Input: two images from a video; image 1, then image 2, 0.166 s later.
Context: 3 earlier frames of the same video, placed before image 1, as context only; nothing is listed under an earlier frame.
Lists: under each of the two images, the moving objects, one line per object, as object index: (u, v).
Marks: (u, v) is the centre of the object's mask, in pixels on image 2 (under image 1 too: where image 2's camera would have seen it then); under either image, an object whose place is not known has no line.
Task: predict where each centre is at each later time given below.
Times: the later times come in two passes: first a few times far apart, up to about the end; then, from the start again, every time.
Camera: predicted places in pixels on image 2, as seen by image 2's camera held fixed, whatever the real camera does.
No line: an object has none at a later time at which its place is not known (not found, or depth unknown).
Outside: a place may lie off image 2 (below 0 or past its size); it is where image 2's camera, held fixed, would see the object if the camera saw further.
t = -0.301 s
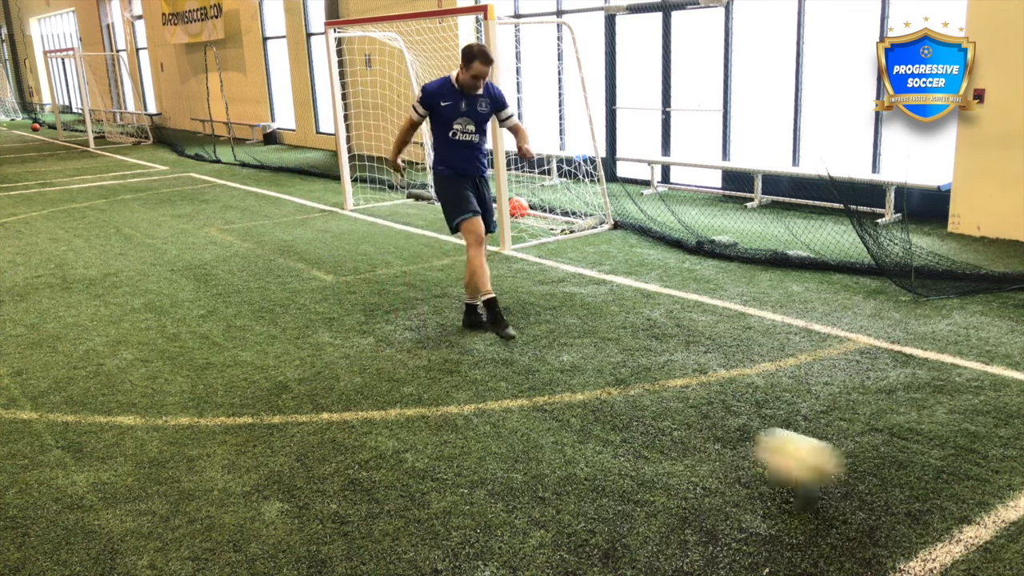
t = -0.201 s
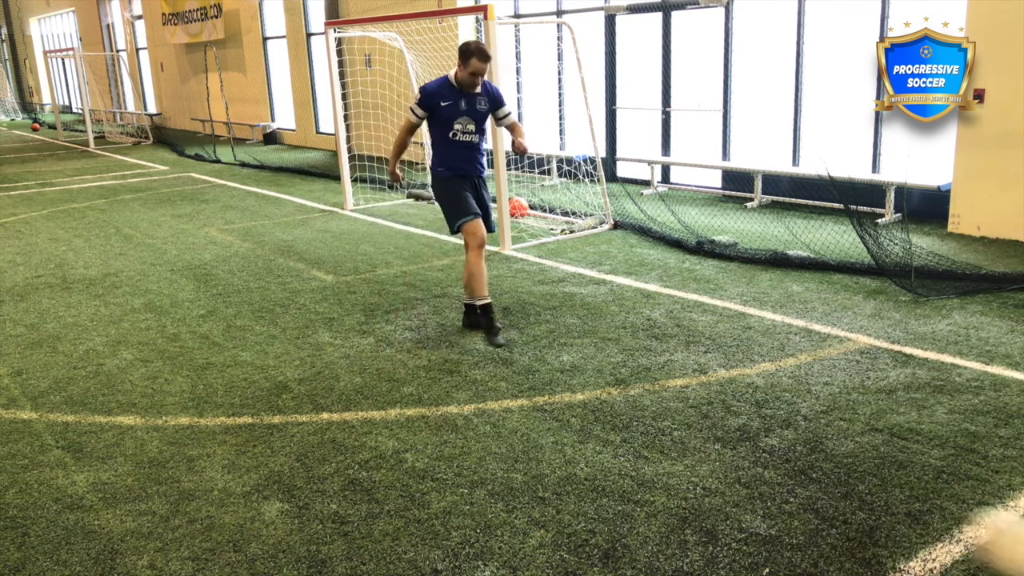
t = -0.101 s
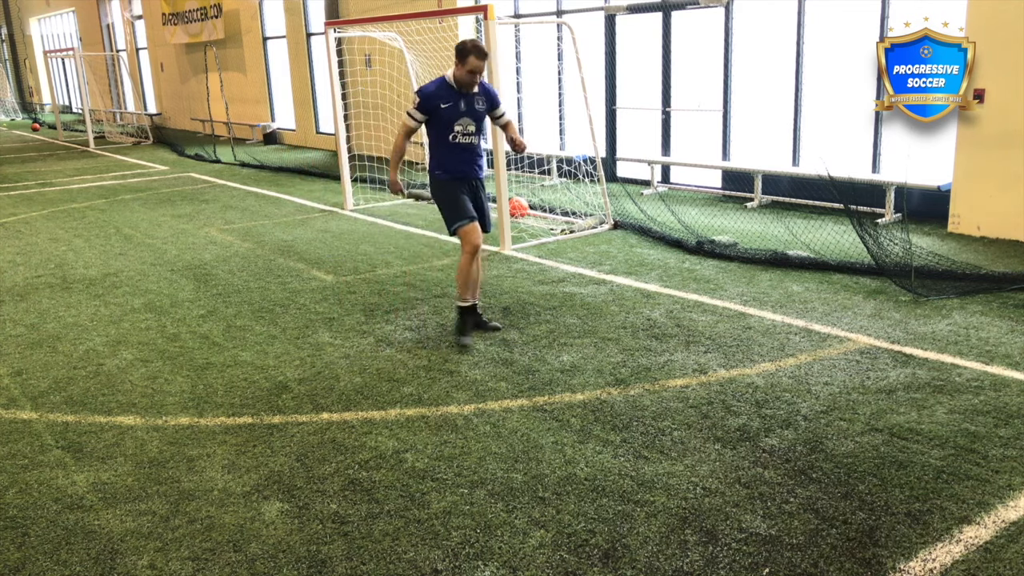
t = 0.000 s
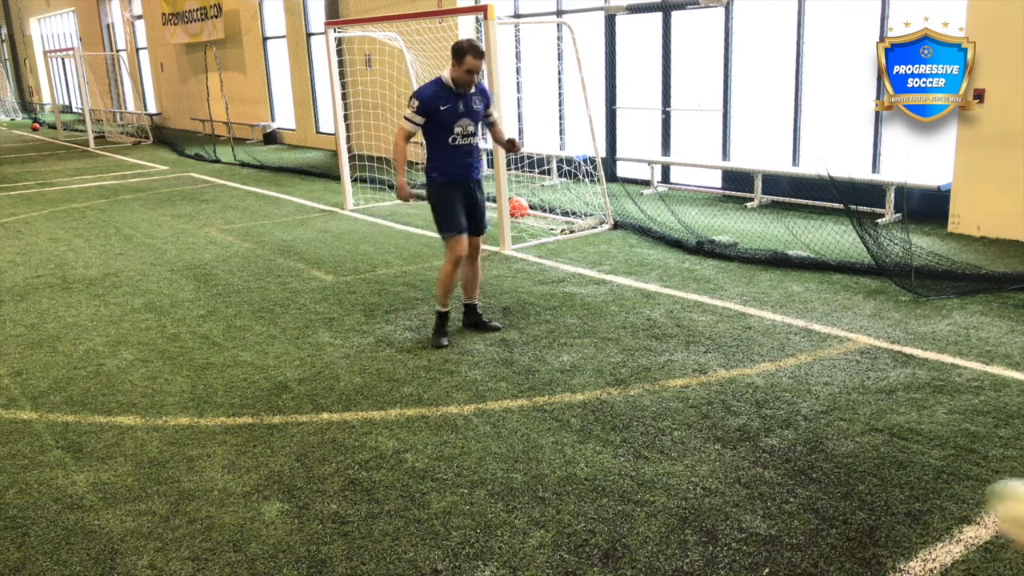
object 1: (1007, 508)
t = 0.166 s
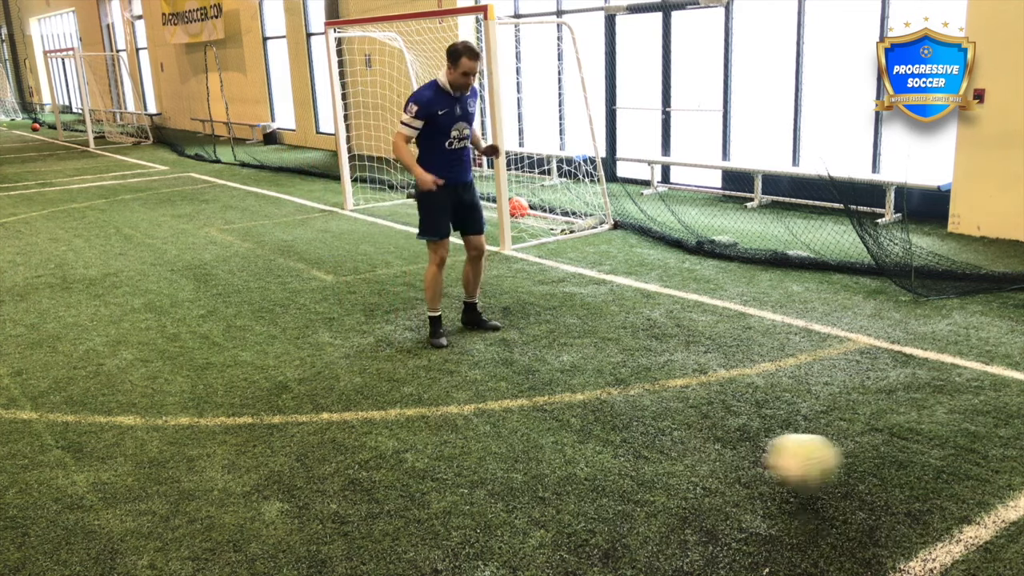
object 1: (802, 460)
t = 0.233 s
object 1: (747, 443)
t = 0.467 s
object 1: (630, 401)
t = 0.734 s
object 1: (550, 376)
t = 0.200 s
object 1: (768, 459)
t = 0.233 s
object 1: (747, 443)
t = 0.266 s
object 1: (729, 429)
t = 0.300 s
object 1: (711, 418)
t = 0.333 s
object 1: (693, 409)
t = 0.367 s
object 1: (677, 404)
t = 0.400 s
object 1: (660, 401)
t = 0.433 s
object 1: (645, 400)
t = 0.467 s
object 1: (630, 401)
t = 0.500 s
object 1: (616, 402)
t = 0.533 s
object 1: (606, 391)
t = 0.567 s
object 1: (595, 385)
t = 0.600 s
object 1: (587, 380)
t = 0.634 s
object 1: (577, 377)
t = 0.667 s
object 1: (568, 376)
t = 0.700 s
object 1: (560, 378)
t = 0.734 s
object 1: (550, 376)
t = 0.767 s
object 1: (542, 369)
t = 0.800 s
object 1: (533, 364)
